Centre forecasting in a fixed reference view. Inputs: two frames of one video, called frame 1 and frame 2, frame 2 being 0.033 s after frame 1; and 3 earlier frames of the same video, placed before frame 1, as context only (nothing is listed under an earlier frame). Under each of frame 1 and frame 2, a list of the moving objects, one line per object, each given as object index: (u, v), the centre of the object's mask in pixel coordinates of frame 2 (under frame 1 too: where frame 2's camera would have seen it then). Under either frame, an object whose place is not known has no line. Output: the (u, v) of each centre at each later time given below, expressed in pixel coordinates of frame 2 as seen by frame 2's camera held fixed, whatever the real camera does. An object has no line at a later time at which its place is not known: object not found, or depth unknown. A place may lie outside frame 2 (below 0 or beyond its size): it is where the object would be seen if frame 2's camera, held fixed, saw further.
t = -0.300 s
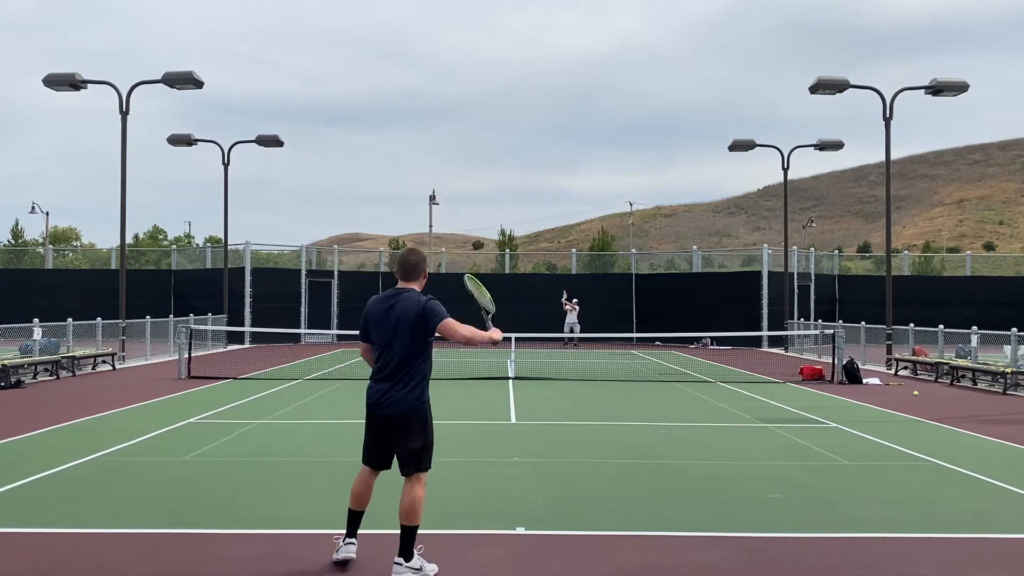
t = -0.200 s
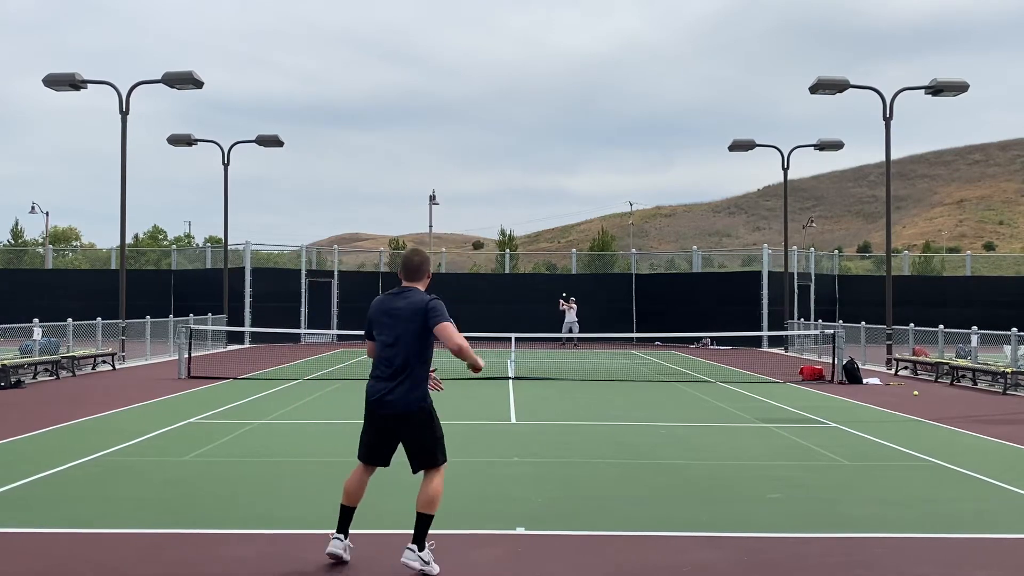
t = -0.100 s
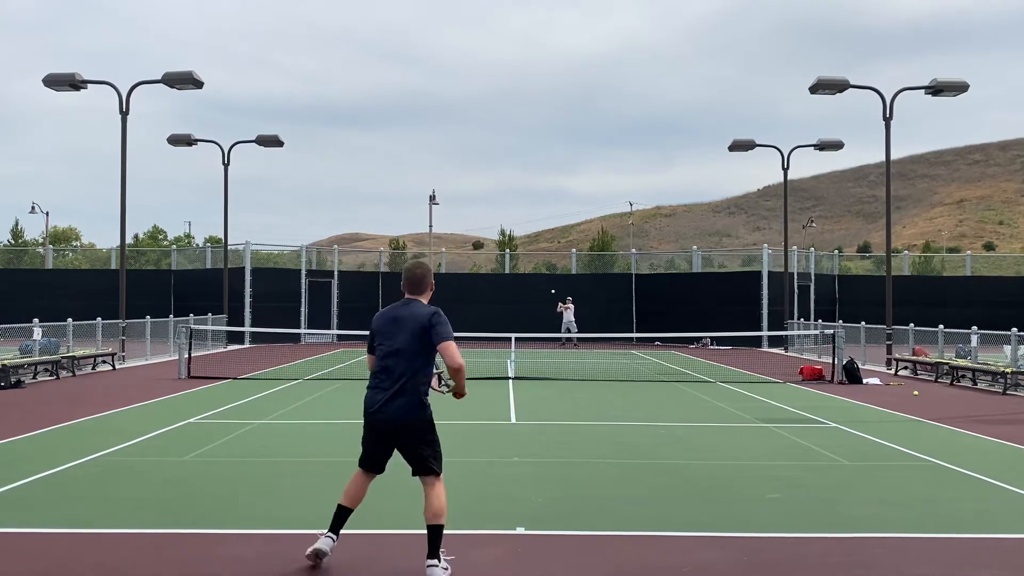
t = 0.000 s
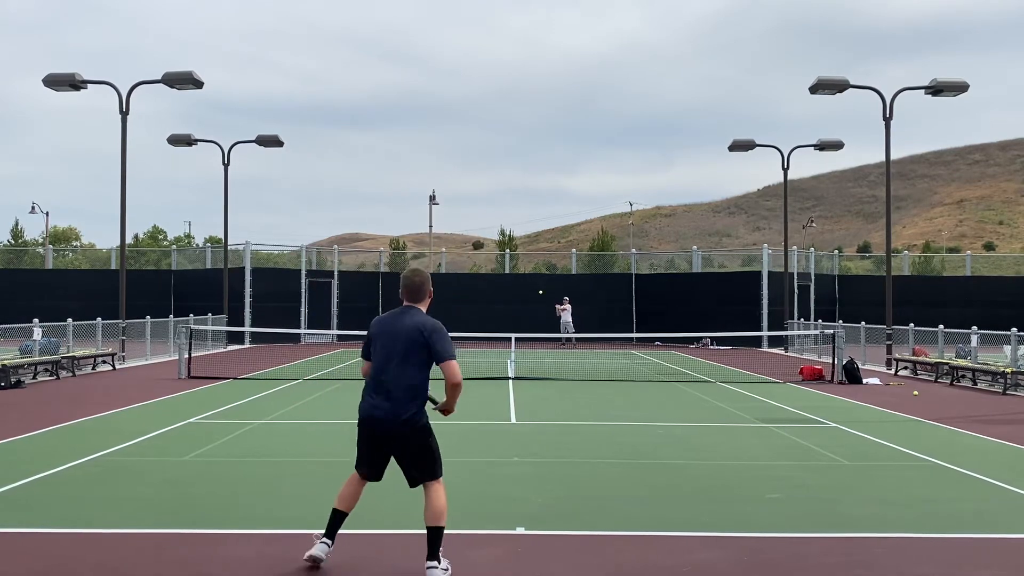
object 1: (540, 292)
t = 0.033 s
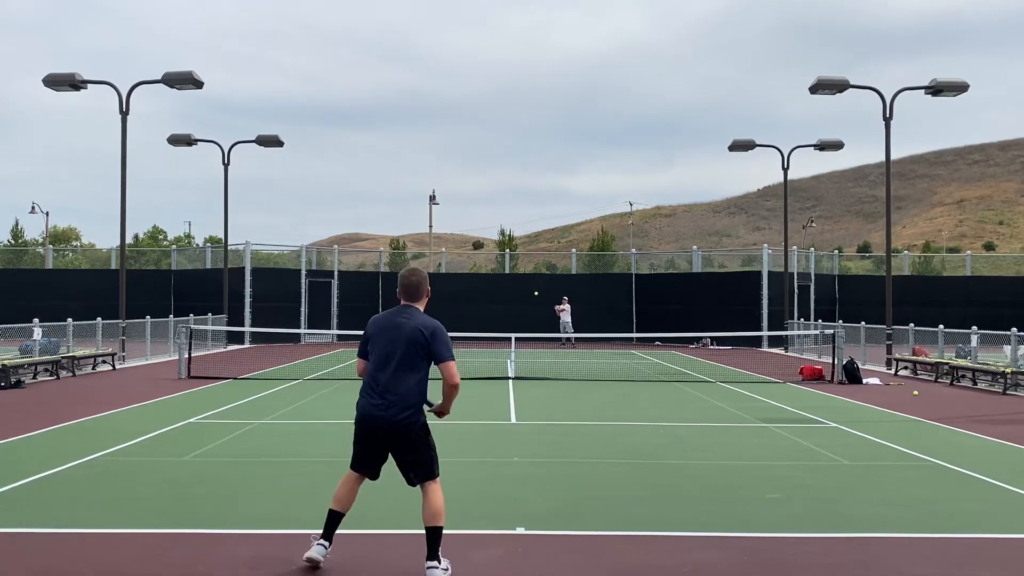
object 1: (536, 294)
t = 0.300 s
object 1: (488, 332)
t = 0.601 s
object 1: (406, 390)
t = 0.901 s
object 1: (305, 347)
